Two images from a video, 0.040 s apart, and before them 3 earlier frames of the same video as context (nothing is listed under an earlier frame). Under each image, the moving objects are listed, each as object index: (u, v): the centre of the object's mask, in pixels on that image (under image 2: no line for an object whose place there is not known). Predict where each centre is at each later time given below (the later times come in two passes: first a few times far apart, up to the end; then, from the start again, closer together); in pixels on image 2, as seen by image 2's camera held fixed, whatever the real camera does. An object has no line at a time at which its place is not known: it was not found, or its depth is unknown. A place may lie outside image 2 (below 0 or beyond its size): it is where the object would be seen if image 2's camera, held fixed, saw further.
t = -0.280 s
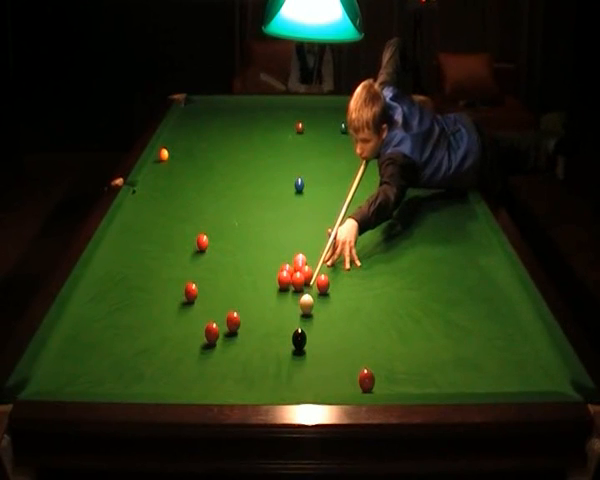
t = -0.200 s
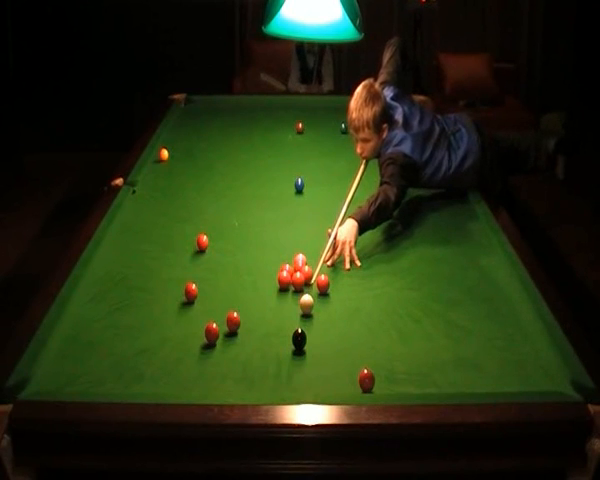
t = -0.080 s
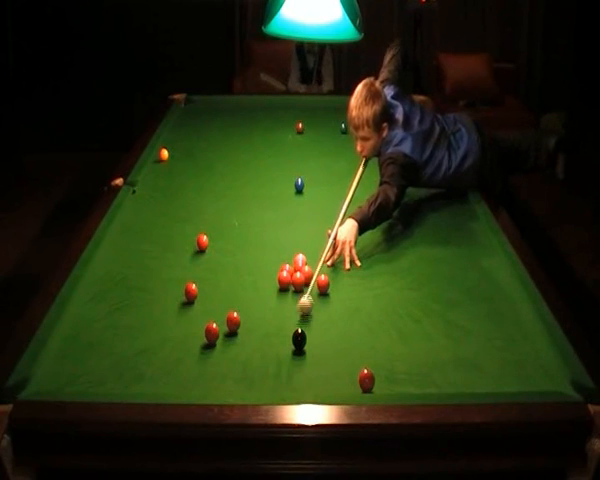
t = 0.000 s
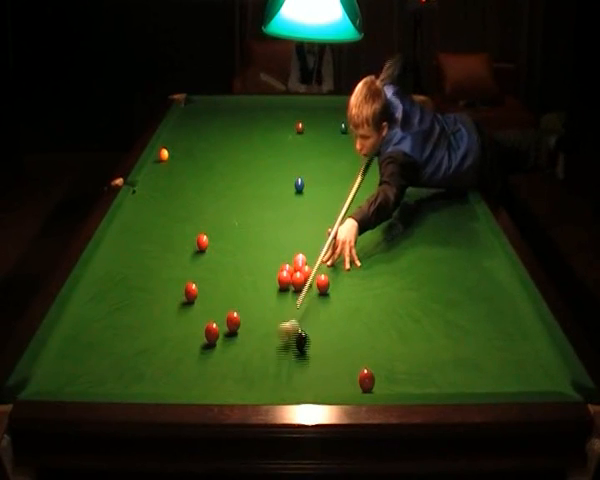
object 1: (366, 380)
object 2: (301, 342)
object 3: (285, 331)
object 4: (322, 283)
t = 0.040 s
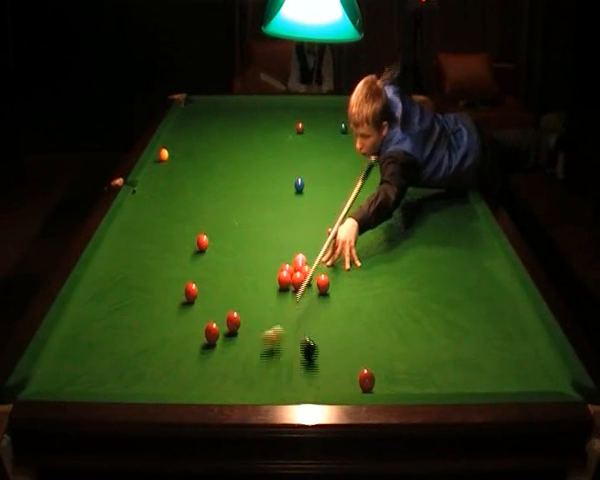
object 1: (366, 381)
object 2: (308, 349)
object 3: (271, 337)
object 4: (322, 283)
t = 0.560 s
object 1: (388, 376)
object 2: (342, 357)
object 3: (92, 355)
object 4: (322, 283)
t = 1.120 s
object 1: (424, 365)
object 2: (328, 314)
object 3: (158, 293)
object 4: (322, 283)
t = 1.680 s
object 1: (450, 358)
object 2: (317, 289)
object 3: (259, 245)
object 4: (324, 276)
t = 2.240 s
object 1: (466, 354)
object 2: (309, 285)
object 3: (334, 210)
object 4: (326, 264)
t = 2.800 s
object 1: (475, 353)
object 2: (308, 284)
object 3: (391, 184)
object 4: (328, 254)
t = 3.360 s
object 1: (477, 353)
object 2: (308, 284)
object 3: (434, 163)
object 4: (328, 249)
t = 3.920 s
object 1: (477, 353)
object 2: (308, 284)
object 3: (418, 150)
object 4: (328, 246)
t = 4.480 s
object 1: (477, 353)
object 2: (308, 284)
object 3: (392, 141)
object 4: (328, 246)
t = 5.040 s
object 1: (477, 353)
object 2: (308, 284)
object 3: (371, 133)
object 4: (328, 246)
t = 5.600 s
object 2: (308, 284)
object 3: (354, 127)
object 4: (328, 246)
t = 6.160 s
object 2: (308, 284)
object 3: (341, 122)
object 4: (328, 245)
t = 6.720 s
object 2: (308, 284)
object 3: (331, 119)
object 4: (328, 246)
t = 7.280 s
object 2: (308, 284)
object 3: (323, 117)
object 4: (328, 246)
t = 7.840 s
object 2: (308, 284)
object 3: (317, 116)
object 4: (328, 246)
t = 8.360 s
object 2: (308, 284)
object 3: (316, 115)
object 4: (328, 246)
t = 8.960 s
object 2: (308, 284)
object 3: (316, 115)
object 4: (328, 245)
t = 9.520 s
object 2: (308, 284)
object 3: (316, 115)
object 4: (328, 246)
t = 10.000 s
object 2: (308, 284)
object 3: (316, 115)
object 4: (328, 245)
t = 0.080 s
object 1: (366, 381)
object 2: (317, 359)
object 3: (255, 345)
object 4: (322, 283)
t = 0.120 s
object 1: (366, 381)
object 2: (325, 369)
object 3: (238, 351)
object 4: (322, 283)
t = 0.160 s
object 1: (366, 380)
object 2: (333, 378)
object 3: (224, 359)
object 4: (322, 283)
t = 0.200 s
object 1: (366, 380)
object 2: (340, 383)
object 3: (208, 367)
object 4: (322, 283)
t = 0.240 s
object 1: (366, 380)
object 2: (347, 386)
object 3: (191, 375)
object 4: (322, 283)
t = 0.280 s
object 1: (366, 380)
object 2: (350, 383)
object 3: (177, 381)
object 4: (322, 283)
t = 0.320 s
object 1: (369, 380)
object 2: (349, 380)
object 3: (160, 385)
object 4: (322, 283)
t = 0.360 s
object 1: (373, 379)
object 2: (347, 376)
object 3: (147, 382)
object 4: (322, 283)
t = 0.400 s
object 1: (376, 379)
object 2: (346, 373)
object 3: (136, 377)
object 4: (322, 283)
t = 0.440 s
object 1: (380, 378)
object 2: (345, 368)
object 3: (124, 371)
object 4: (322, 283)
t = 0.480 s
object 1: (382, 378)
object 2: (344, 365)
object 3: (113, 366)
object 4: (322, 283)
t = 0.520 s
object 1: (386, 377)
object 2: (343, 361)
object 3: (103, 360)
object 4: (322, 283)
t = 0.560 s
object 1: (388, 376)
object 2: (342, 357)
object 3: (92, 355)
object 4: (322, 283)
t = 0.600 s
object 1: (392, 375)
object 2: (341, 354)
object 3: (83, 350)
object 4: (322, 283)
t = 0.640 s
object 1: (395, 375)
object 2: (340, 350)
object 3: (74, 345)
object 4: (322, 283)
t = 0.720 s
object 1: (400, 371)
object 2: (337, 343)
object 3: (60, 338)
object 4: (322, 283)
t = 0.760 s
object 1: (403, 371)
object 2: (336, 340)
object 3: (74, 332)
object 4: (322, 283)
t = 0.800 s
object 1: (405, 370)
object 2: (336, 336)
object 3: (85, 326)
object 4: (322, 283)
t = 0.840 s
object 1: (408, 370)
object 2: (334, 333)
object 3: (96, 322)
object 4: (322, 283)
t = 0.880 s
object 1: (411, 369)
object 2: (334, 331)
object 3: (104, 318)
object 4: (322, 283)
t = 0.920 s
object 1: (413, 368)
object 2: (333, 327)
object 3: (114, 313)
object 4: (322, 283)
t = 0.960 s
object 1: (415, 368)
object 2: (332, 324)
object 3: (123, 309)
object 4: (322, 283)
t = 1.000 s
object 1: (417, 367)
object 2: (331, 321)
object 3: (133, 304)
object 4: (322, 283)
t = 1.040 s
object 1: (420, 367)
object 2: (330, 319)
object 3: (141, 301)
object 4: (322, 283)
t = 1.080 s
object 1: (422, 366)
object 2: (329, 316)
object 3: (151, 296)
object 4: (322, 283)
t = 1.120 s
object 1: (424, 365)
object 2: (328, 314)
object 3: (158, 293)
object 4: (322, 283)
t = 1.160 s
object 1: (426, 365)
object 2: (327, 311)
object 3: (167, 288)
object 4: (322, 283)
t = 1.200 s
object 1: (428, 364)
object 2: (327, 309)
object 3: (176, 285)
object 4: (322, 283)
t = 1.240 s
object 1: (430, 364)
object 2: (326, 306)
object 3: (183, 280)
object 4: (322, 283)
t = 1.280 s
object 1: (433, 363)
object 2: (325, 303)
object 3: (191, 275)
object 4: (322, 282)
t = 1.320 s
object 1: (434, 363)
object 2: (324, 301)
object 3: (199, 274)
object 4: (322, 282)
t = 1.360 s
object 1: (436, 362)
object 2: (324, 298)
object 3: (207, 270)
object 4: (322, 281)
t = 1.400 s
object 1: (438, 362)
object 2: (323, 296)
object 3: (213, 267)
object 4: (322, 281)
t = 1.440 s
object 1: (440, 361)
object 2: (323, 294)
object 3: (220, 263)
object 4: (322, 280)
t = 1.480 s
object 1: (442, 361)
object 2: (322, 292)
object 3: (227, 260)
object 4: (322, 280)
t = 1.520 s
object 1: (443, 360)
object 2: (321, 291)
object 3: (234, 257)
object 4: (323, 279)
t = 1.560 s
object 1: (445, 360)
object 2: (320, 290)
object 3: (241, 254)
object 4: (323, 278)
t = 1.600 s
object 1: (446, 359)
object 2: (319, 289)
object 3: (247, 251)
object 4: (323, 278)
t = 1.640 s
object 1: (448, 359)
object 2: (318, 289)
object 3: (253, 248)
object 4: (324, 277)
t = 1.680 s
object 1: (450, 358)
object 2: (317, 289)
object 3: (259, 245)
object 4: (324, 276)
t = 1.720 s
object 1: (451, 358)
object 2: (316, 288)
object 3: (266, 242)
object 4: (324, 276)
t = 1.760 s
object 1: (452, 358)
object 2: (316, 288)
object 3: (272, 240)
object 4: (324, 275)
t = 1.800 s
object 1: (454, 357)
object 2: (315, 288)
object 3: (277, 237)
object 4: (324, 274)
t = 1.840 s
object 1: (455, 357)
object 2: (314, 287)
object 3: (283, 234)
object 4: (324, 273)
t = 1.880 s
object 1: (456, 357)
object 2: (313, 287)
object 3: (289, 232)
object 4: (324, 272)
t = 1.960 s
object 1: (458, 356)
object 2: (312, 285)
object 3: (299, 226)
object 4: (325, 270)
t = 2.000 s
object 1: (459, 356)
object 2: (311, 285)
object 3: (305, 224)
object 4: (325, 269)
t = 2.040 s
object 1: (461, 356)
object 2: (310, 285)
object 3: (310, 222)
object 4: (325, 268)
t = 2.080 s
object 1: (462, 355)
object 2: (310, 285)
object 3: (315, 219)
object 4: (326, 267)
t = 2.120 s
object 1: (463, 355)
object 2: (309, 285)
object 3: (320, 217)
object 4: (326, 266)
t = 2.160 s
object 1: (464, 355)
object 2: (309, 285)
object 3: (324, 215)
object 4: (326, 265)
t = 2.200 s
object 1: (465, 355)
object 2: (309, 284)
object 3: (330, 212)
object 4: (326, 265)
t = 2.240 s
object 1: (466, 354)
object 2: (309, 285)
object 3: (334, 210)
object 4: (326, 264)
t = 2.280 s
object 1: (466, 354)
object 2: (309, 284)
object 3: (339, 208)
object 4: (326, 263)
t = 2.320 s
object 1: (467, 354)
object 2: (309, 284)
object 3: (343, 206)
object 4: (327, 262)
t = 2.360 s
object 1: (468, 354)
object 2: (309, 284)
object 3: (348, 204)
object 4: (327, 261)
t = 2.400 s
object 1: (469, 354)
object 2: (309, 284)
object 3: (352, 202)
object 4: (327, 261)
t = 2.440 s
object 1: (470, 354)
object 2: (309, 284)
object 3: (356, 200)
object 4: (327, 260)
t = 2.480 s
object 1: (470, 354)
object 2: (309, 284)
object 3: (360, 198)
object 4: (327, 259)
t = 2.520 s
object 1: (471, 353)
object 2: (308, 284)
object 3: (364, 196)
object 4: (327, 259)
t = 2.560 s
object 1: (472, 353)
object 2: (309, 284)
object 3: (368, 194)
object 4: (327, 258)
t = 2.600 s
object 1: (472, 353)
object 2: (308, 284)
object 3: (372, 192)
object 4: (327, 257)
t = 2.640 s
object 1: (473, 353)
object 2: (308, 284)
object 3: (376, 190)
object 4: (327, 257)
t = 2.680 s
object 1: (474, 353)
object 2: (308, 284)
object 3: (380, 189)
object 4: (327, 256)
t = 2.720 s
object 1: (474, 353)
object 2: (308, 284)
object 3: (383, 187)
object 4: (327, 255)
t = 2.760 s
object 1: (474, 353)
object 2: (308, 284)
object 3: (387, 186)
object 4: (327, 255)
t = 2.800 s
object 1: (475, 353)
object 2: (308, 284)
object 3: (391, 184)
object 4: (328, 254)
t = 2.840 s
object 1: (475, 353)
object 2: (309, 284)
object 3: (394, 182)
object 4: (328, 254)
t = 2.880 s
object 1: (475, 353)
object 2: (308, 284)
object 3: (397, 181)
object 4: (328, 253)
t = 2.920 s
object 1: (476, 353)
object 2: (308, 284)
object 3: (401, 179)
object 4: (328, 253)
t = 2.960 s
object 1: (476, 353)
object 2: (308, 284)
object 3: (404, 177)
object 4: (328, 252)
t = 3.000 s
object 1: (476, 353)
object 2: (309, 284)
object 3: (407, 176)
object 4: (328, 252)
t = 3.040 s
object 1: (477, 353)
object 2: (309, 284)
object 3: (411, 174)
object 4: (328, 251)
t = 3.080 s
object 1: (477, 353)
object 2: (308, 284)
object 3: (414, 173)
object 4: (328, 251)
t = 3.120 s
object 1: (477, 353)
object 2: (308, 284)
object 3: (417, 172)
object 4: (328, 251)
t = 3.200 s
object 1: (477, 353)
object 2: (308, 284)
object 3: (423, 169)
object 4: (328, 249)
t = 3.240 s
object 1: (477, 353)
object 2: (308, 284)
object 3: (426, 167)
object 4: (328, 249)
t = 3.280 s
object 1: (477, 353)
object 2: (308, 284)
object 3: (428, 166)
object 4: (328, 249)
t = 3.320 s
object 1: (477, 353)
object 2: (308, 284)
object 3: (431, 165)
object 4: (328, 249)
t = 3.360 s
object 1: (477, 353)
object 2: (308, 284)
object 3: (434, 163)
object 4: (328, 249)
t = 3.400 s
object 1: (477, 353)
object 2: (308, 284)
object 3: (437, 162)
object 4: (328, 248)
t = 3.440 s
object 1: (477, 353)
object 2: (309, 285)
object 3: (440, 161)
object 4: (328, 248)
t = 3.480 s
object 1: (477, 353)
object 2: (309, 285)
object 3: (442, 160)
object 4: (328, 248)
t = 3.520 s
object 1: (477, 353)
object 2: (308, 284)
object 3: (440, 159)
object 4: (328, 247)
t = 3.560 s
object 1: (477, 353)
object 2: (308, 284)
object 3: (438, 158)
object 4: (328, 247)
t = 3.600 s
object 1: (477, 353)
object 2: (308, 284)
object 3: (435, 157)
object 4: (328, 247)
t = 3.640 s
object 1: (477, 353)
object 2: (309, 285)
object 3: (433, 156)
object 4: (328, 247)
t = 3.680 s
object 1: (477, 353)
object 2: (308, 284)
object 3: (431, 155)
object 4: (328, 247)
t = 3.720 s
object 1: (477, 353)
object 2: (308, 284)
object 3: (429, 155)
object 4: (328, 246)
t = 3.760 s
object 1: (477, 353)
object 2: (308, 284)
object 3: (426, 154)
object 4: (328, 246)
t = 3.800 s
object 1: (477, 353)
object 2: (308, 284)
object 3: (424, 153)
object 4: (328, 246)
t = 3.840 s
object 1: (477, 353)
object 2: (308, 284)
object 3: (422, 152)
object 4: (328, 246)
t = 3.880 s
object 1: (477, 353)
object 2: (309, 285)
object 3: (420, 151)
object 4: (328, 246)
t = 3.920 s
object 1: (477, 353)
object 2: (308, 284)
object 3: (418, 150)
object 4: (328, 246)
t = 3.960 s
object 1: (477, 353)
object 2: (308, 284)
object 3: (416, 150)
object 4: (328, 246)
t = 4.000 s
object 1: (477, 353)
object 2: (308, 285)
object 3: (414, 149)
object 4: (328, 246)
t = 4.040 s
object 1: (477, 353)
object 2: (308, 284)
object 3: (412, 148)
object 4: (328, 246)
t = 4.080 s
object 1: (477, 353)
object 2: (308, 284)
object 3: (410, 148)
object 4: (328, 246)
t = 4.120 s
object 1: (477, 353)
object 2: (308, 284)
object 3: (408, 147)
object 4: (328, 246)
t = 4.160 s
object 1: (477, 353)
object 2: (308, 284)
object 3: (406, 146)
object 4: (328, 246)
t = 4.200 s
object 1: (477, 353)
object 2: (308, 284)
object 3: (404, 146)
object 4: (328, 246)
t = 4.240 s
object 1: (477, 353)
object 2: (308, 284)
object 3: (402, 145)
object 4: (328, 246)
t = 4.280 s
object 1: (477, 353)
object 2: (308, 284)
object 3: (400, 144)
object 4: (328, 246)
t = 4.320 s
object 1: (477, 353)
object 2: (308, 285)
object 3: (399, 143)
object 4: (328, 246)
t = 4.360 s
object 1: (477, 353)
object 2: (308, 284)
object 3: (397, 143)
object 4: (328, 246)
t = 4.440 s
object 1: (477, 353)
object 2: (308, 284)
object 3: (393, 142)
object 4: (328, 246)
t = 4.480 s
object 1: (477, 353)
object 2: (308, 284)
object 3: (392, 141)
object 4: (328, 246)
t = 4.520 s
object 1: (477, 353)
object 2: (308, 284)
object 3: (390, 140)
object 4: (328, 246)
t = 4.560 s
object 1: (477, 353)
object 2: (308, 284)
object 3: (388, 139)
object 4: (328, 246)
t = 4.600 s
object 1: (477, 353)
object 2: (308, 284)
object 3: (387, 139)
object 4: (328, 246)
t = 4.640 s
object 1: (477, 353)
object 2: (308, 284)
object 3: (385, 138)
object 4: (328, 246)
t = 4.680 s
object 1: (477, 353)
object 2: (308, 284)
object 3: (384, 138)
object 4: (328, 246)
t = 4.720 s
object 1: (477, 353)
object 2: (308, 284)
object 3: (382, 137)
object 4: (328, 246)
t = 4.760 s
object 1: (477, 353)
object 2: (308, 284)
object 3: (381, 137)
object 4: (328, 246)
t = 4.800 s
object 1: (477, 353)
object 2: (308, 284)
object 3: (379, 136)
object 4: (328, 246)
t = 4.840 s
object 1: (477, 353)
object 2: (308, 284)
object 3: (378, 135)
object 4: (328, 246)
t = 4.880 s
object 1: (477, 353)
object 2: (308, 284)
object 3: (376, 135)
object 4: (328, 246)
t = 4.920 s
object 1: (477, 353)
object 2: (308, 284)
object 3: (375, 135)
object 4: (328, 246)
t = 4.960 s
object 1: (477, 353)
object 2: (308, 284)
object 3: (373, 134)
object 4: (328, 246)
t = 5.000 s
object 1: (477, 353)
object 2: (308, 285)
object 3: (372, 133)
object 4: (328, 246)
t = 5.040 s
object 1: (477, 353)
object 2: (308, 284)
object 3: (371, 133)
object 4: (328, 246)
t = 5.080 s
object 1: (477, 353)
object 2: (308, 285)
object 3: (369, 132)
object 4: (328, 246)
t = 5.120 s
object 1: (477, 353)
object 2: (308, 284)
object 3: (368, 132)
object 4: (328, 246)
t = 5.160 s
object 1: (477, 353)
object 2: (308, 285)
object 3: (367, 132)
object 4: (328, 246)
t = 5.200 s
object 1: (477, 353)
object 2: (308, 284)
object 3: (366, 131)
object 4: (328, 246)
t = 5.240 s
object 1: (477, 353)
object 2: (308, 284)
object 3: (364, 131)
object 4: (328, 246)
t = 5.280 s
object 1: (477, 353)
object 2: (308, 284)
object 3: (363, 130)
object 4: (328, 246)
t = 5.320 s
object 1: (477, 353)
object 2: (308, 284)
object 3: (362, 130)
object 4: (328, 246)
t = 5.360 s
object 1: (477, 353)
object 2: (308, 284)
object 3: (361, 129)
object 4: (328, 246)
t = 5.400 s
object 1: (477, 353)
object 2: (308, 285)
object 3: (360, 129)
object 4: (328, 246)
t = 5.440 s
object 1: (477, 353)
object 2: (308, 284)
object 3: (358, 129)
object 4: (328, 246)
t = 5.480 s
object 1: (477, 353)
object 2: (308, 284)
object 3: (358, 128)
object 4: (328, 246)
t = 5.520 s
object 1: (477, 353)
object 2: (308, 284)
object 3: (356, 128)
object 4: (328, 245)
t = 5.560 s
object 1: (477, 353)
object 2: (308, 284)
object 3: (355, 128)
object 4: (328, 246)
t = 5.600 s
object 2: (308, 284)
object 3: (354, 127)
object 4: (328, 246)
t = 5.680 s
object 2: (308, 284)
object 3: (352, 126)
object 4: (328, 246)
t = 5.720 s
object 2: (308, 284)
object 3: (351, 125)
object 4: (328, 245)
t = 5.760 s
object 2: (308, 284)
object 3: (350, 125)
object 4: (328, 246)
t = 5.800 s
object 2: (308, 285)
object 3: (349, 125)
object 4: (328, 245)
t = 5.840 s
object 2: (308, 284)
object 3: (349, 124)
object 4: (328, 245)
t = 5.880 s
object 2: (308, 284)
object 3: (348, 124)
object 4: (328, 245)
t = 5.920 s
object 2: (308, 284)
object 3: (347, 124)
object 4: (328, 245)
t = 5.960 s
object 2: (308, 284)
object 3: (346, 124)
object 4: (328, 246)
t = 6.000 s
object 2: (308, 284)
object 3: (345, 123)
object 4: (328, 245)
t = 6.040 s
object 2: (308, 284)
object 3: (344, 123)
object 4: (328, 246)
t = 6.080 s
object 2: (308, 284)
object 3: (343, 122)
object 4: (328, 245)
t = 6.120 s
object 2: (308, 284)
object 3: (342, 122)
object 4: (328, 246)
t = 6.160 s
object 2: (308, 284)
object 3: (341, 122)
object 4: (328, 245)
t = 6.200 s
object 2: (308, 284)
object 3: (340, 122)
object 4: (328, 246)
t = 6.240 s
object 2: (308, 284)
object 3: (340, 121)
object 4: (328, 245)
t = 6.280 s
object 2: (308, 284)
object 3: (339, 121)
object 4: (328, 246)
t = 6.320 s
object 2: (308, 284)
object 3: (338, 121)
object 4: (328, 245)
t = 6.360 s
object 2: (308, 284)
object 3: (337, 121)
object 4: (328, 246)
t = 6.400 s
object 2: (308, 284)
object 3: (336, 121)
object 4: (328, 245)
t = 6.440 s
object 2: (308, 284)
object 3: (335, 120)
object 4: (328, 246)
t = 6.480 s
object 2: (308, 284)
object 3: (335, 120)
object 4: (328, 245)
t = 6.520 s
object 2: (308, 284)
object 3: (334, 120)
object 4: (328, 246)
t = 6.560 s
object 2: (308, 284)
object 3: (333, 120)
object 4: (328, 245)
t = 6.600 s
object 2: (308, 284)
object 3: (333, 120)
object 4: (328, 246)
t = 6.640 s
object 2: (308, 284)
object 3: (332, 120)
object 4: (328, 245)
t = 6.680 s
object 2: (308, 284)
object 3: (331, 119)
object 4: (328, 246)
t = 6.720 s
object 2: (308, 284)
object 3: (331, 119)
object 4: (328, 246)
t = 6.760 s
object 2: (308, 284)
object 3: (330, 119)
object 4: (328, 246)
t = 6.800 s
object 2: (308, 284)
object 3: (329, 119)
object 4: (328, 246)
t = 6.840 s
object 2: (308, 284)
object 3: (329, 119)
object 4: (328, 246)
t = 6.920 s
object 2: (308, 284)
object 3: (328, 118)
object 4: (328, 246)
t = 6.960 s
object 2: (308, 284)
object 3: (327, 118)
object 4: (328, 246)
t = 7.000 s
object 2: (308, 284)
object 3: (326, 118)
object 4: (328, 246)
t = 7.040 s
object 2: (308, 284)
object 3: (326, 118)
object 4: (328, 246)
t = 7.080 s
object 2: (308, 284)
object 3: (325, 117)
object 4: (328, 246)
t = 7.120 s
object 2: (308, 284)
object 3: (325, 117)
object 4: (328, 246)
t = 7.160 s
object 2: (308, 284)
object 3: (324, 117)
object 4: (328, 246)
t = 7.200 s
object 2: (308, 284)
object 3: (324, 117)
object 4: (328, 246)
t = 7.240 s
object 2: (308, 284)
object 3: (323, 117)
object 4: (328, 246)
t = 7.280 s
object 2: (308, 284)
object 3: (323, 117)
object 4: (328, 246)
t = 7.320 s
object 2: (308, 284)
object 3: (322, 117)
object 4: (328, 246)
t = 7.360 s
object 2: (308, 284)
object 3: (322, 116)
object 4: (328, 246)
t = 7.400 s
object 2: (308, 284)
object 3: (321, 116)
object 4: (328, 246)
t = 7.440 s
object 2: (308, 284)
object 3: (321, 116)
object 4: (328, 246)
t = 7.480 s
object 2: (308, 284)
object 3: (321, 116)
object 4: (328, 246)
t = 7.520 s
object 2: (308, 284)
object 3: (320, 116)
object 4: (328, 246)
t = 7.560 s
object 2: (308, 284)
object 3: (320, 116)
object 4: (328, 246)
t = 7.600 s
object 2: (308, 284)
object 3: (319, 116)
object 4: (328, 246)
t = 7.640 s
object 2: (308, 284)
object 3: (319, 116)
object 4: (328, 246)
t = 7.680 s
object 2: (308, 284)
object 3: (319, 116)
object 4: (328, 246)
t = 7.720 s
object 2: (308, 284)
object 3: (318, 116)
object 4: (328, 245)
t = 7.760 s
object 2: (308, 284)
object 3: (318, 116)
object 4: (328, 246)
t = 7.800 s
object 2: (308, 284)
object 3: (318, 116)
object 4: (328, 245)
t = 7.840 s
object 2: (308, 284)
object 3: (317, 116)
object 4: (328, 246)
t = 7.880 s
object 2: (308, 284)
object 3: (317, 116)
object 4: (328, 246)
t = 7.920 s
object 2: (308, 284)
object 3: (317, 116)
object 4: (328, 246)
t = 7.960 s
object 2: (308, 284)
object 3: (317, 116)
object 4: (328, 246)
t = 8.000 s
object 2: (308, 284)
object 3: (317, 116)
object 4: (328, 246)
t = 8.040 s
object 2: (308, 284)
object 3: (316, 115)
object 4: (328, 246)
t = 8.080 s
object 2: (308, 284)
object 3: (316, 115)
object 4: (328, 246)
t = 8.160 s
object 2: (308, 284)
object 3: (316, 115)
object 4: (328, 246)
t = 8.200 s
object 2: (308, 284)
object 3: (316, 115)
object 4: (328, 246)
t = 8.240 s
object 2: (308, 284)
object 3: (316, 115)
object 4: (328, 246)
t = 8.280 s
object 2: (308, 284)
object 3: (316, 115)
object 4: (328, 246)
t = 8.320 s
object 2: (308, 284)
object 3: (316, 115)
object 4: (328, 246)
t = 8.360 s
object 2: (308, 284)
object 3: (316, 115)
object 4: (328, 246)
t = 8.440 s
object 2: (308, 284)
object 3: (316, 115)
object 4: (328, 246)
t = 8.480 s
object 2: (308, 284)
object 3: (316, 115)
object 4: (328, 245)
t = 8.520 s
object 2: (308, 284)
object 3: (316, 115)
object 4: (328, 246)
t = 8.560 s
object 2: (308, 284)
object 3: (316, 115)
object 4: (328, 245)
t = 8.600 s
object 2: (308, 284)
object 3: (316, 115)
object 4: (328, 246)
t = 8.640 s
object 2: (308, 284)
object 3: (316, 115)
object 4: (328, 245)
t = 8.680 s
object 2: (308, 284)
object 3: (316, 115)
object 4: (328, 246)
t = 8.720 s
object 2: (308, 284)
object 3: (316, 115)
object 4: (328, 245)
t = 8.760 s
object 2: (308, 284)
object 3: (316, 115)
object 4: (328, 246)
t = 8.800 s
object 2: (308, 284)
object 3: (316, 115)
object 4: (328, 245)
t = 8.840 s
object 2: (308, 284)
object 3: (316, 115)
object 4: (328, 246)
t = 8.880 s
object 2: (308, 284)
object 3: (316, 115)
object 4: (328, 245)
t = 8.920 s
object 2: (308, 284)
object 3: (316, 115)
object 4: (328, 246)
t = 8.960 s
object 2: (308, 284)
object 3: (316, 115)
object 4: (328, 245)
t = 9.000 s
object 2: (308, 284)
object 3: (316, 115)
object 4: (328, 246)
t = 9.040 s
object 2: (308, 284)
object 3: (316, 115)
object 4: (328, 245)
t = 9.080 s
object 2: (308, 284)
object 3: (316, 115)
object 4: (328, 246)
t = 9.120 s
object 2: (308, 284)
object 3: (316, 115)
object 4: (328, 245)
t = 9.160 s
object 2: (308, 284)
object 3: (316, 115)
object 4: (328, 246)
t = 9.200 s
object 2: (308, 284)
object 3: (316, 115)
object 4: (328, 246)
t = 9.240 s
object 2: (308, 284)
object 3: (316, 115)
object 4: (328, 246)
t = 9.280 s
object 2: (308, 284)
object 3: (316, 115)
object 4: (328, 246)
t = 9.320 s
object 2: (308, 284)
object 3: (316, 115)
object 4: (328, 246)
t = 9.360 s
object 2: (308, 284)
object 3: (316, 115)
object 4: (328, 246)
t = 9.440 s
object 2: (308, 284)
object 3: (316, 115)
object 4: (328, 246)
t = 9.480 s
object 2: (308, 284)
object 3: (316, 115)
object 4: (328, 245)
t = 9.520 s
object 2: (308, 284)
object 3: (316, 115)
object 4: (328, 246)
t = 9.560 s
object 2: (308, 284)
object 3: (316, 115)
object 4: (328, 245)
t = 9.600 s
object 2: (308, 284)
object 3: (316, 115)
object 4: (328, 246)
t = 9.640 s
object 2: (308, 284)
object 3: (316, 115)
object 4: (328, 245)
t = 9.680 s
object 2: (308, 284)
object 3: (316, 115)
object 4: (328, 246)
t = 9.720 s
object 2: (308, 284)
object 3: (316, 115)
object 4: (328, 246)
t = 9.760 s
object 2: (308, 284)
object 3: (316, 115)
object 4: (328, 246)
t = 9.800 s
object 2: (308, 284)
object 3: (316, 115)
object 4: (328, 246)
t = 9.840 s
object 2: (308, 284)
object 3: (315, 115)
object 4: (328, 246)
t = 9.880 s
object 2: (308, 284)
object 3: (316, 115)
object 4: (328, 246)
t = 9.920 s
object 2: (308, 284)
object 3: (316, 115)
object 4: (328, 246)
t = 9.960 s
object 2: (308, 284)
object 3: (316, 115)
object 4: (328, 246)
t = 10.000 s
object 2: (308, 284)
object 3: (316, 115)
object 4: (328, 245)
